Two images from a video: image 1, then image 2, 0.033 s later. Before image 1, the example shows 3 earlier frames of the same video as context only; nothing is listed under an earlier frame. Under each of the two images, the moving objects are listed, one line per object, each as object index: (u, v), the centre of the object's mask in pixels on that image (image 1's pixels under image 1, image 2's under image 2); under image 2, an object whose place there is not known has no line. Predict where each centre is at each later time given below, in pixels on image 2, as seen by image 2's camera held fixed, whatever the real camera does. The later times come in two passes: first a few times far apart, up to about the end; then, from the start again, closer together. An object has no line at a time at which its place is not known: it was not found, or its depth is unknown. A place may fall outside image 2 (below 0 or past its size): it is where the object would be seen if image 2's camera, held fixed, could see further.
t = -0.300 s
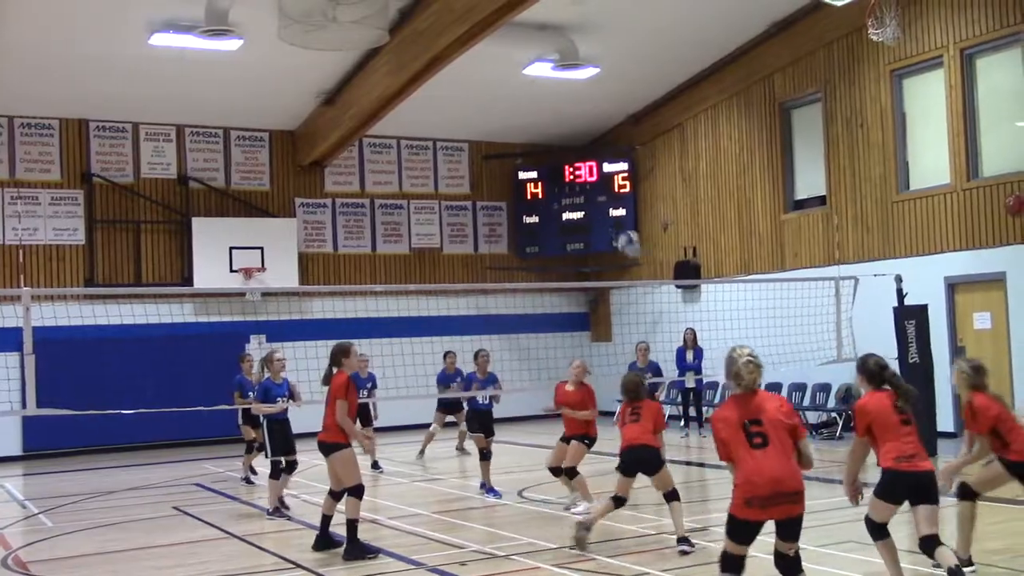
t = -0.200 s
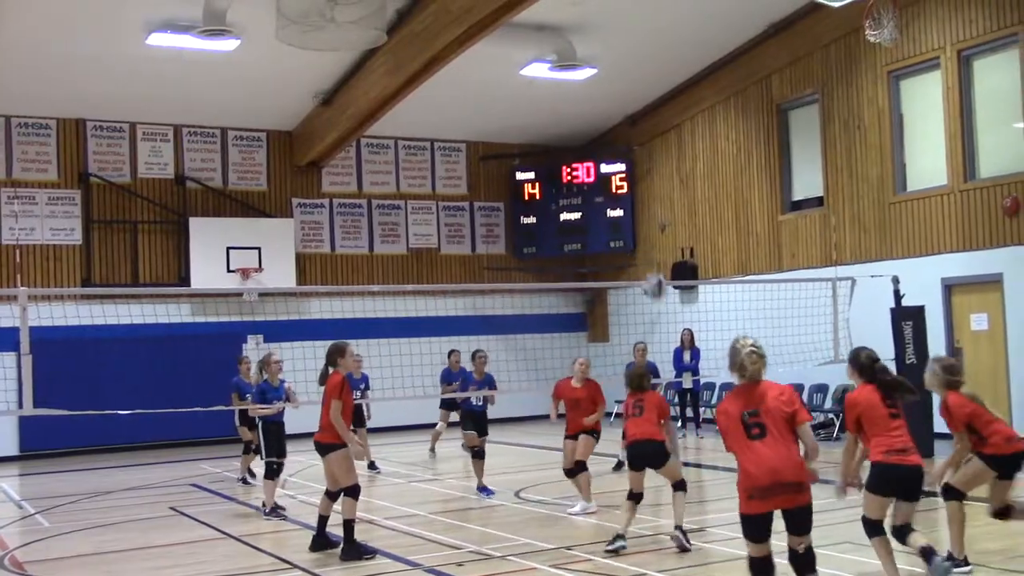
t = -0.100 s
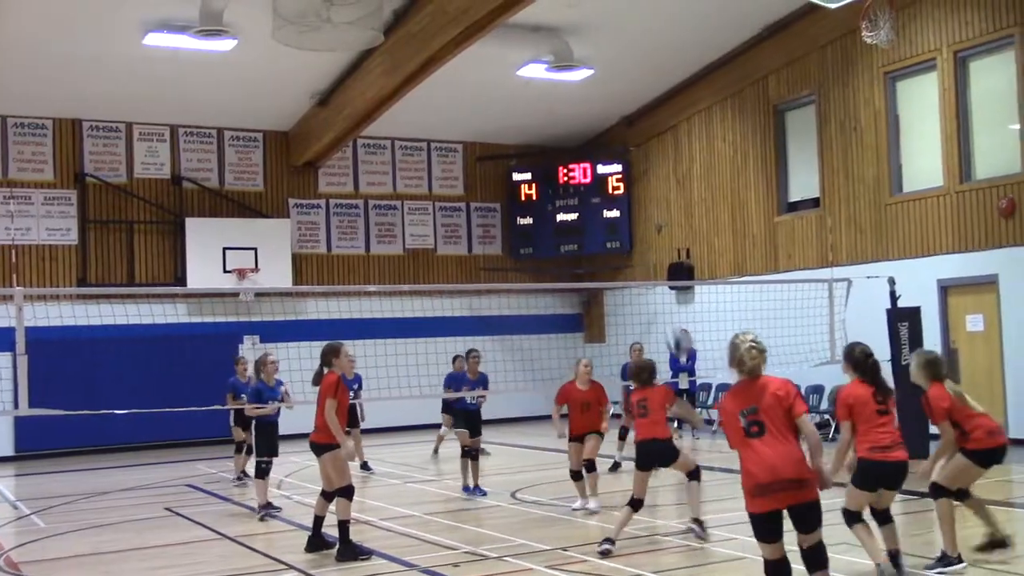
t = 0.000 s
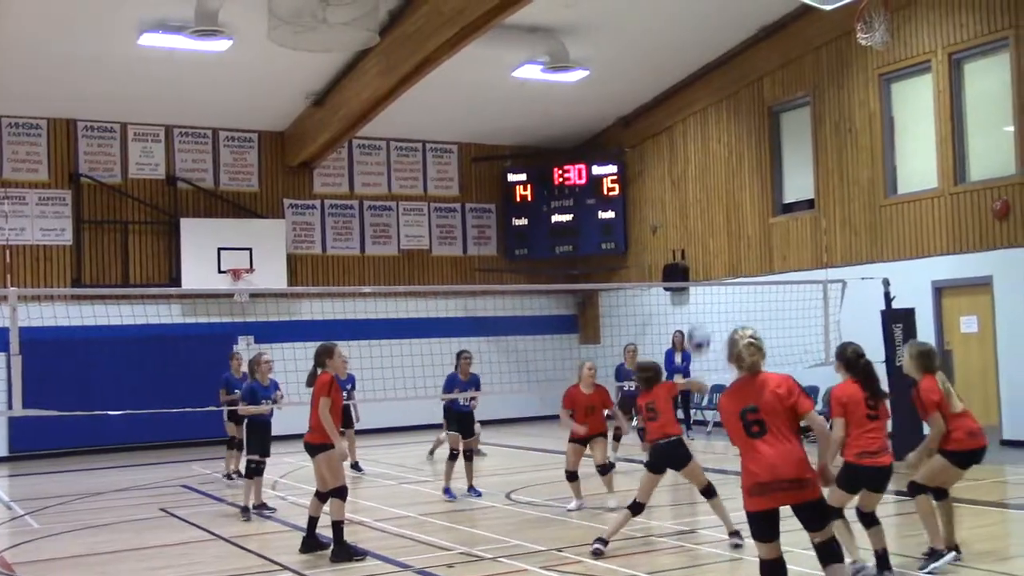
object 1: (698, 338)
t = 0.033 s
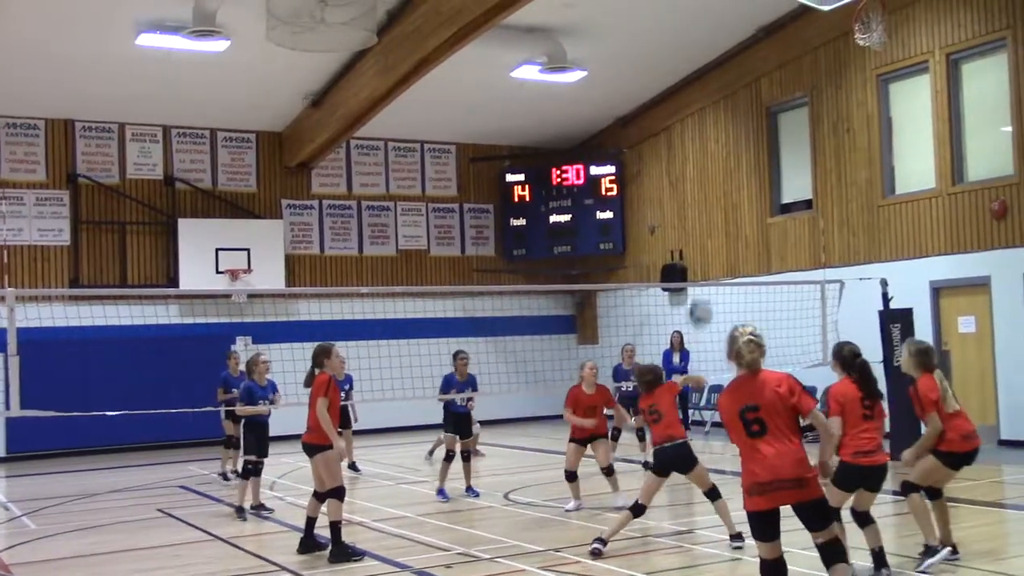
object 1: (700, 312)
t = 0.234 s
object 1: (724, 172)
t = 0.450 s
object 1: (753, 81)
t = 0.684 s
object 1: (783, 47)
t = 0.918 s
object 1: (818, 74)
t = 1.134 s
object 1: (849, 156)
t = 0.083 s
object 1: (706, 271)
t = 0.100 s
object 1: (707, 258)
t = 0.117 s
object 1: (710, 247)
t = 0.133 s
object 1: (711, 236)
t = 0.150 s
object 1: (713, 226)
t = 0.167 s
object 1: (715, 213)
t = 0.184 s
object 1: (717, 202)
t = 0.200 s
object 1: (720, 192)
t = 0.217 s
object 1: (722, 181)
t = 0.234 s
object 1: (724, 172)
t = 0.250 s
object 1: (726, 164)
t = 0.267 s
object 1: (728, 155)
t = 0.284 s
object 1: (731, 147)
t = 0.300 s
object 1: (733, 139)
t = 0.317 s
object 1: (736, 131)
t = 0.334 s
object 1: (737, 125)
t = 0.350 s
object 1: (739, 117)
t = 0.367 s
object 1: (741, 111)
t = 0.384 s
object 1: (743, 104)
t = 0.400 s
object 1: (745, 97)
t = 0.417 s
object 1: (747, 92)
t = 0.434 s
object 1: (751, 85)
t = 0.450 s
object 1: (753, 81)
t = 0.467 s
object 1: (755, 76)
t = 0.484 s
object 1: (757, 73)
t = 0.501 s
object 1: (759, 68)
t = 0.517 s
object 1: (761, 64)
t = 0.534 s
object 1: (763, 62)
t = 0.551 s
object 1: (766, 59)
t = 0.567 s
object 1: (767, 56)
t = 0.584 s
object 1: (770, 54)
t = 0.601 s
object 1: (772, 53)
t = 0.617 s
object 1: (774, 51)
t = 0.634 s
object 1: (777, 50)
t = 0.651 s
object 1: (779, 49)
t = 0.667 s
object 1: (781, 48)
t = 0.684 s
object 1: (783, 47)
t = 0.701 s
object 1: (786, 46)
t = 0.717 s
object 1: (789, 47)
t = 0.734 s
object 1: (791, 47)
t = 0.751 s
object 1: (794, 48)
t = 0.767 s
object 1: (796, 49)
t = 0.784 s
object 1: (799, 51)
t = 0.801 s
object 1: (801, 53)
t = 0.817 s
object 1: (804, 54)
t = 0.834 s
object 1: (805, 57)
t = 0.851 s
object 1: (807, 60)
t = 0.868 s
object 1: (811, 64)
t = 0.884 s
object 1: (813, 67)
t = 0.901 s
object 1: (815, 71)
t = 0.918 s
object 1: (818, 74)
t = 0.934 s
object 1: (820, 78)
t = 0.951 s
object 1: (823, 83)
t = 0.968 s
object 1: (825, 88)
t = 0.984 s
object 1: (828, 93)
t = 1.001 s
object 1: (830, 98)
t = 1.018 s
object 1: (833, 104)
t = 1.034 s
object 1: (835, 109)
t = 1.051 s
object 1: (838, 117)
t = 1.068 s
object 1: (841, 124)
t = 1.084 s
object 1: (844, 133)
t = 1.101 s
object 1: (846, 139)
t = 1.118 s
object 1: (847, 147)
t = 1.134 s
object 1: (849, 156)
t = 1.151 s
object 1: (853, 164)
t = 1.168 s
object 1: (856, 173)
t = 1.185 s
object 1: (859, 181)
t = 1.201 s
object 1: (861, 190)
